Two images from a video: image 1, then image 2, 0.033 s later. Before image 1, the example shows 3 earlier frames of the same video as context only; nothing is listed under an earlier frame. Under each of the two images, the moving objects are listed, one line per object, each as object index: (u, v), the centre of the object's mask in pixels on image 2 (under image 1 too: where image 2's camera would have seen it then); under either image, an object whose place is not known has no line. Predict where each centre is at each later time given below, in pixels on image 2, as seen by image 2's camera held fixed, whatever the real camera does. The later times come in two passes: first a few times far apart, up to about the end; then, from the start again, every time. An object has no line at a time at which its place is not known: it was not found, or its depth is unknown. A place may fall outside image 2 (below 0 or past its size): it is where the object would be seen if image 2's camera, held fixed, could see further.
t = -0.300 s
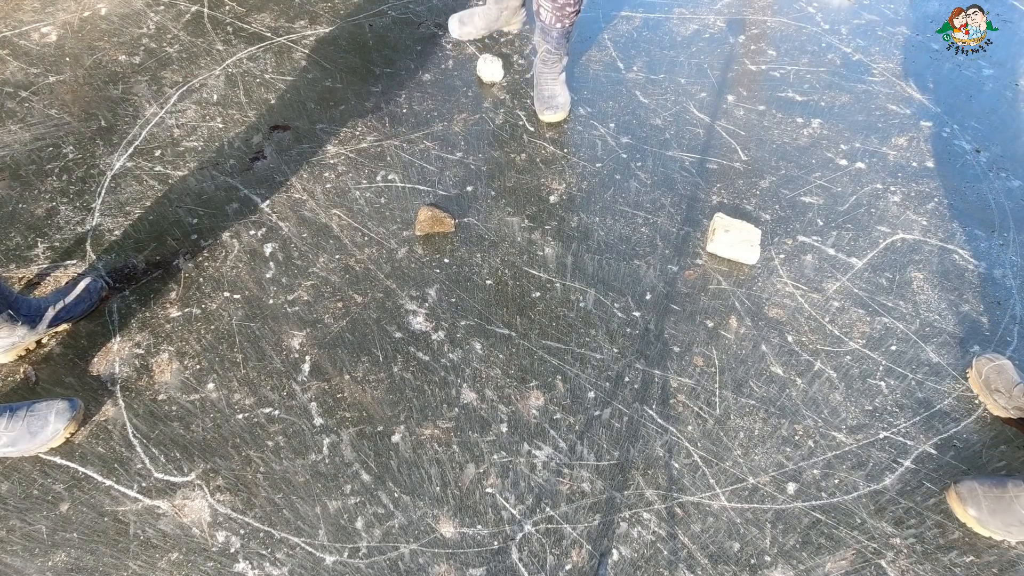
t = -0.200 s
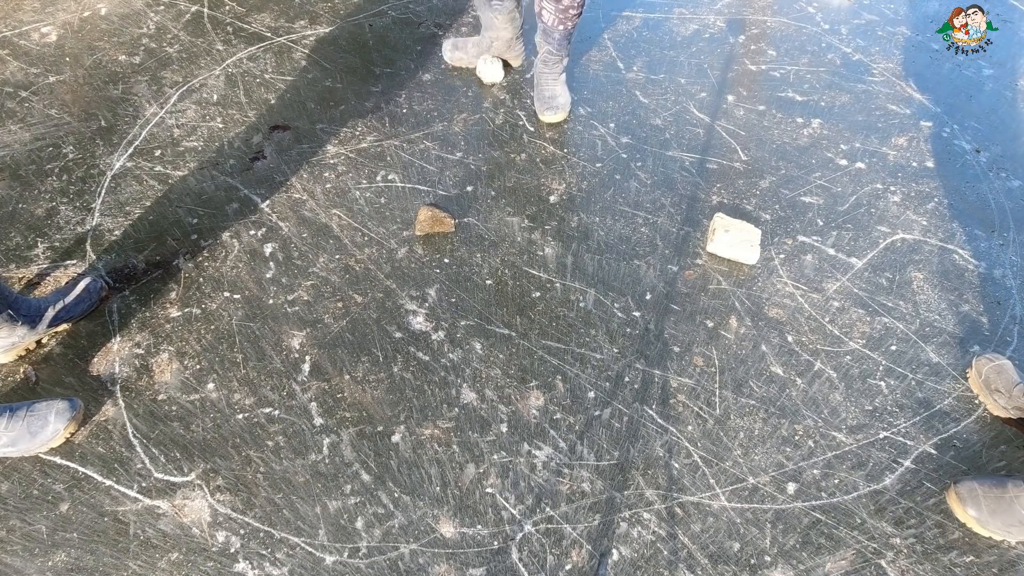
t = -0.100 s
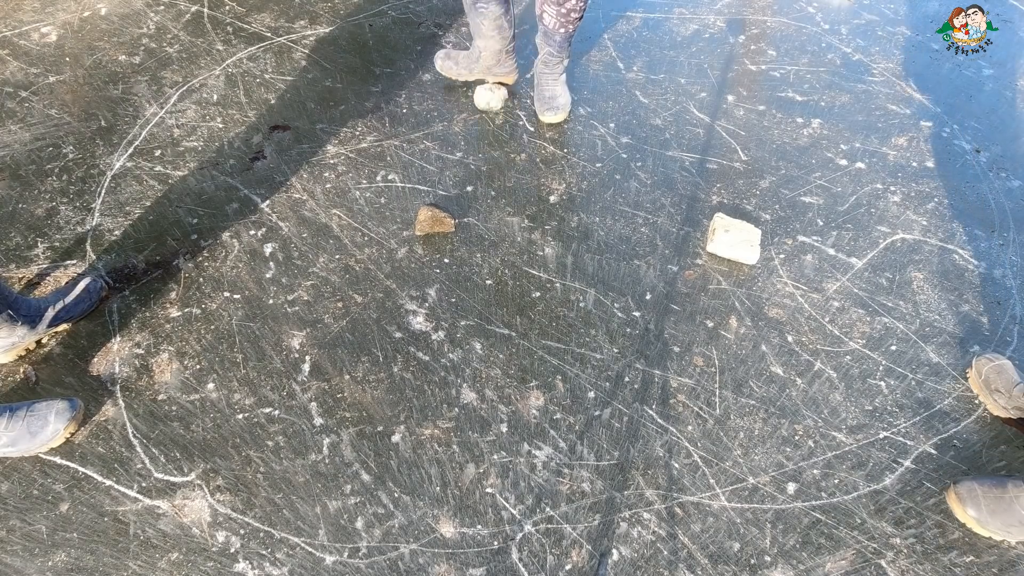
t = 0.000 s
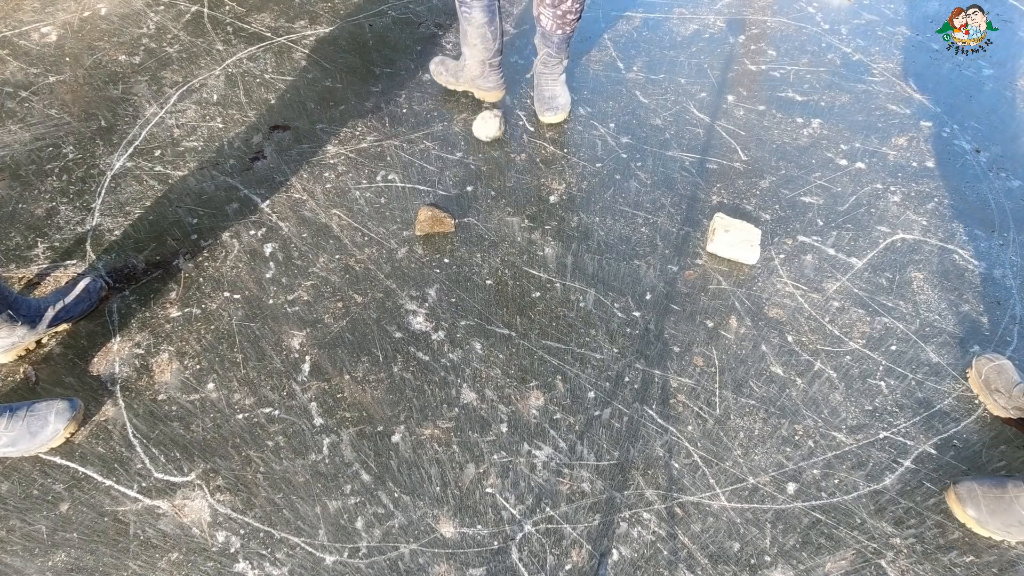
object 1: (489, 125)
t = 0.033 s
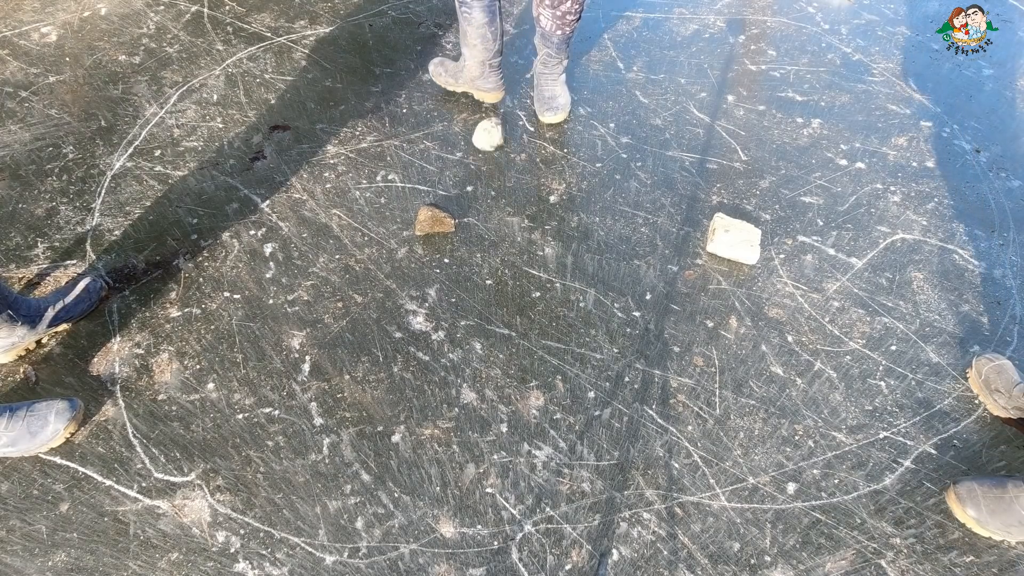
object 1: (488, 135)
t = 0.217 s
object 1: (489, 185)
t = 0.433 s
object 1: (488, 239)
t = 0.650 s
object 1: (487, 274)
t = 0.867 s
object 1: (488, 286)
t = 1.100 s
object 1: (488, 286)
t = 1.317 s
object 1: (488, 286)
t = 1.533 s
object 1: (488, 286)
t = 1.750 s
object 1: (488, 286)
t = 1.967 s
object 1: (488, 286)
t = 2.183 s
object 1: (488, 286)
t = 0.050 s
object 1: (489, 139)
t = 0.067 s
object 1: (489, 144)
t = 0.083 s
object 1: (489, 149)
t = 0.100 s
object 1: (489, 153)
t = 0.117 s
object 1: (489, 158)
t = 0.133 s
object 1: (489, 163)
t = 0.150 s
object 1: (489, 167)
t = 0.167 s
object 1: (489, 172)
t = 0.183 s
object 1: (489, 176)
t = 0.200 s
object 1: (489, 181)
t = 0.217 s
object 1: (489, 185)
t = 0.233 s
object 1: (488, 190)
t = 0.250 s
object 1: (488, 194)
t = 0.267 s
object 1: (488, 198)
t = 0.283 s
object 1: (488, 203)
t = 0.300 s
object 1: (487, 207)
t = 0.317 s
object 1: (488, 211)
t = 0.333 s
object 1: (487, 215)
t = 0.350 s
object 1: (487, 220)
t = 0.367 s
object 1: (487, 224)
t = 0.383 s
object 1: (487, 228)
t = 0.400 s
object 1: (487, 231)
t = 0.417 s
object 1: (488, 235)
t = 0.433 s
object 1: (488, 239)
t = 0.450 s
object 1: (488, 242)
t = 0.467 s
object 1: (488, 245)
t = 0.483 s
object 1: (488, 249)
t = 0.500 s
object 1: (488, 252)
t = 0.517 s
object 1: (488, 255)
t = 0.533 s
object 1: (488, 258)
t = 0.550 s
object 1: (488, 261)
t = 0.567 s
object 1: (488, 264)
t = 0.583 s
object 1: (488, 266)
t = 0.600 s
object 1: (488, 269)
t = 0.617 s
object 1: (488, 271)
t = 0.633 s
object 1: (487, 273)
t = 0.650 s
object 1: (487, 274)
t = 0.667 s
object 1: (487, 276)
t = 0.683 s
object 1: (487, 278)
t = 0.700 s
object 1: (488, 279)
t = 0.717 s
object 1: (488, 280)
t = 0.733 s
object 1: (488, 281)
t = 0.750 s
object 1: (488, 282)
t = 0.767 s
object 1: (488, 283)
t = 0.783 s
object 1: (488, 284)
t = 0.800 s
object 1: (488, 285)
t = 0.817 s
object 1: (488, 285)
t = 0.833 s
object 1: (488, 286)
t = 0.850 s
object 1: (488, 286)
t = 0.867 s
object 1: (488, 286)
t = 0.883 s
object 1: (488, 286)
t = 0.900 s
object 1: (488, 286)
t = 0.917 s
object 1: (488, 286)
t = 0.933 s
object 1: (488, 286)
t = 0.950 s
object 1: (488, 286)
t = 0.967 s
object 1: (488, 286)
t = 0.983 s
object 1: (488, 286)
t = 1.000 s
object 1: (488, 286)
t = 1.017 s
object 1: (488, 286)
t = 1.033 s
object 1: (488, 286)
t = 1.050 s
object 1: (488, 286)
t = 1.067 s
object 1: (488, 286)
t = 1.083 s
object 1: (488, 286)
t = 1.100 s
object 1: (488, 286)
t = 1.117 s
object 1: (488, 286)
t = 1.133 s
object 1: (488, 286)
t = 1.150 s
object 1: (488, 286)
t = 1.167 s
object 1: (488, 286)
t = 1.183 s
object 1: (488, 286)
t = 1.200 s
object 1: (488, 286)
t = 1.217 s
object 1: (488, 286)
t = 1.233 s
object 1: (488, 286)
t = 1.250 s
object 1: (488, 286)
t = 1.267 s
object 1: (488, 286)
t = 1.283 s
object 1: (488, 286)
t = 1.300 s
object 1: (488, 286)
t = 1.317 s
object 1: (488, 286)
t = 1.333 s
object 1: (488, 286)
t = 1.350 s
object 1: (488, 286)
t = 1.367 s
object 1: (488, 286)
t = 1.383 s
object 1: (488, 286)
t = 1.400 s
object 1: (488, 286)
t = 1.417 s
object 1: (488, 286)
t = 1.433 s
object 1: (488, 286)
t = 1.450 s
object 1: (488, 286)
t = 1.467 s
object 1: (488, 286)
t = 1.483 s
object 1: (488, 286)
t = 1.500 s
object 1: (488, 286)
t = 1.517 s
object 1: (488, 286)
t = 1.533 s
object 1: (488, 286)
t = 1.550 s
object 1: (488, 286)
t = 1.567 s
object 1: (488, 286)
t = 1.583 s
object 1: (488, 286)
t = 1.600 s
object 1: (488, 286)
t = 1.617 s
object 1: (488, 286)
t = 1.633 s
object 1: (488, 286)
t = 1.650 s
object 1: (488, 286)
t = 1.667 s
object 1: (488, 286)
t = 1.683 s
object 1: (488, 286)
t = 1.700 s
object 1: (488, 286)
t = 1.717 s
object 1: (488, 286)
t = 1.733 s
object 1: (488, 286)
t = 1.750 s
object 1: (488, 286)
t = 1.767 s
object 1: (488, 286)
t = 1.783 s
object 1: (488, 286)
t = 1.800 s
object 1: (488, 286)
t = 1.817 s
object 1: (488, 286)
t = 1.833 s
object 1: (488, 286)
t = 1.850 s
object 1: (488, 286)
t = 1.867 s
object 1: (488, 286)
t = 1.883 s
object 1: (488, 286)
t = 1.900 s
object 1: (488, 286)
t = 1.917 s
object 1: (488, 286)
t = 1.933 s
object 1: (488, 286)
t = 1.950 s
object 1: (488, 286)
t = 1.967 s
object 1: (488, 286)
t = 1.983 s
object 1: (488, 286)
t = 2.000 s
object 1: (488, 286)
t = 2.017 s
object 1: (488, 286)
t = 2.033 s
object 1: (488, 286)
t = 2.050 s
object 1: (488, 286)
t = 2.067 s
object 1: (488, 286)
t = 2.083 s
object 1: (488, 286)
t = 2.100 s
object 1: (488, 286)
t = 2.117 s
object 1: (488, 286)
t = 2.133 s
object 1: (488, 286)
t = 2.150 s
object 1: (488, 286)
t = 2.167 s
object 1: (488, 286)
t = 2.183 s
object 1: (488, 286)
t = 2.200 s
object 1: (488, 286)
